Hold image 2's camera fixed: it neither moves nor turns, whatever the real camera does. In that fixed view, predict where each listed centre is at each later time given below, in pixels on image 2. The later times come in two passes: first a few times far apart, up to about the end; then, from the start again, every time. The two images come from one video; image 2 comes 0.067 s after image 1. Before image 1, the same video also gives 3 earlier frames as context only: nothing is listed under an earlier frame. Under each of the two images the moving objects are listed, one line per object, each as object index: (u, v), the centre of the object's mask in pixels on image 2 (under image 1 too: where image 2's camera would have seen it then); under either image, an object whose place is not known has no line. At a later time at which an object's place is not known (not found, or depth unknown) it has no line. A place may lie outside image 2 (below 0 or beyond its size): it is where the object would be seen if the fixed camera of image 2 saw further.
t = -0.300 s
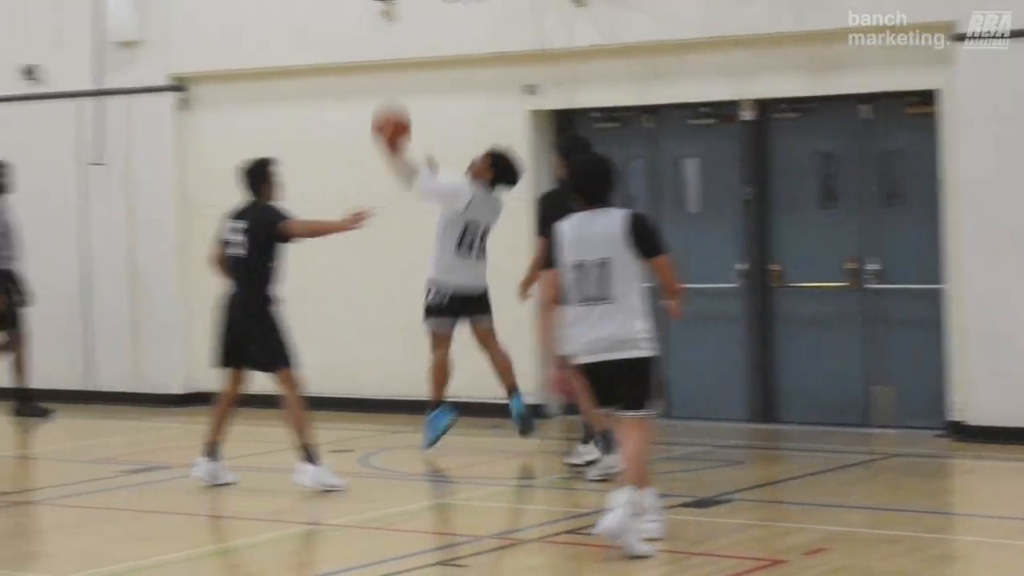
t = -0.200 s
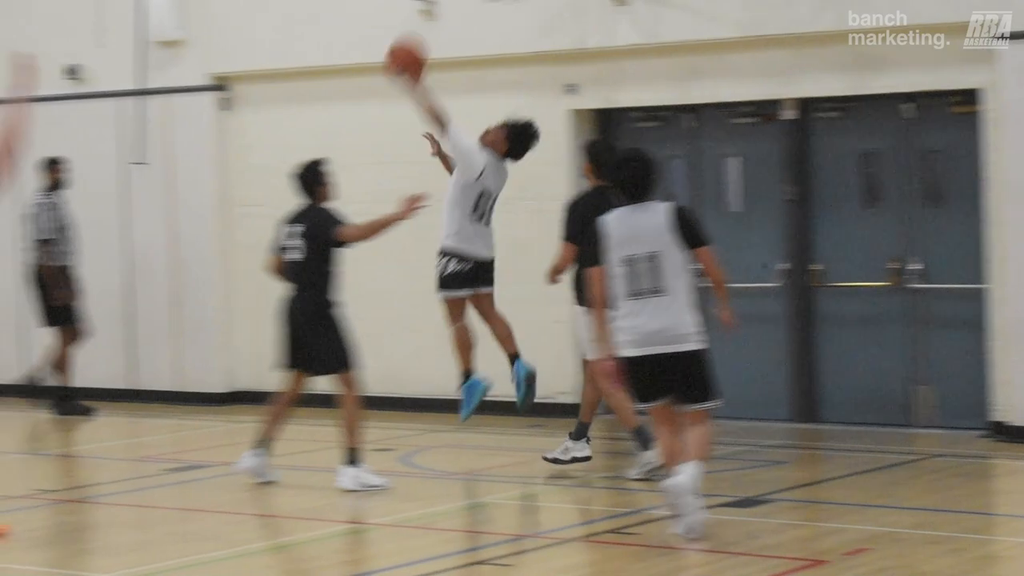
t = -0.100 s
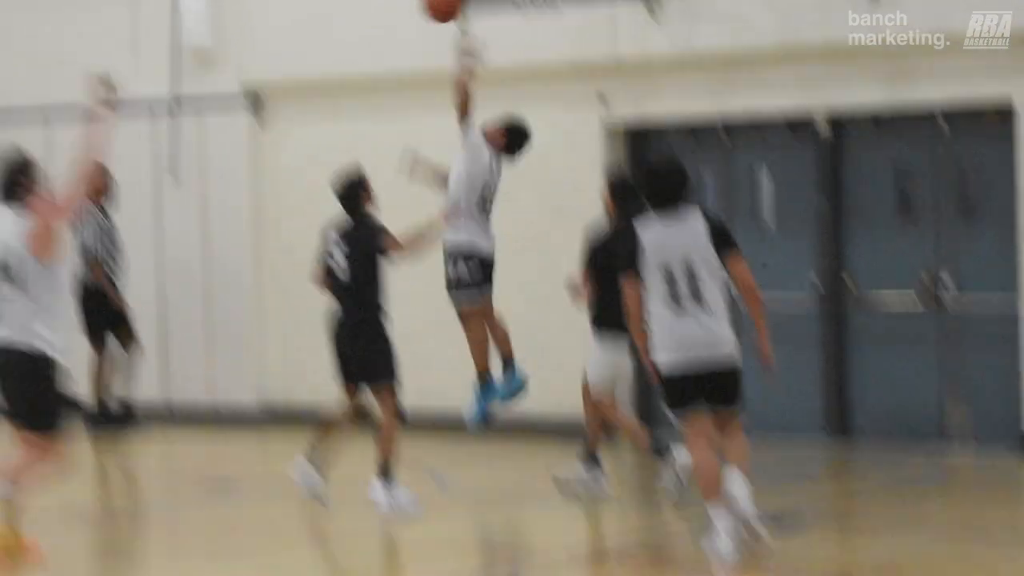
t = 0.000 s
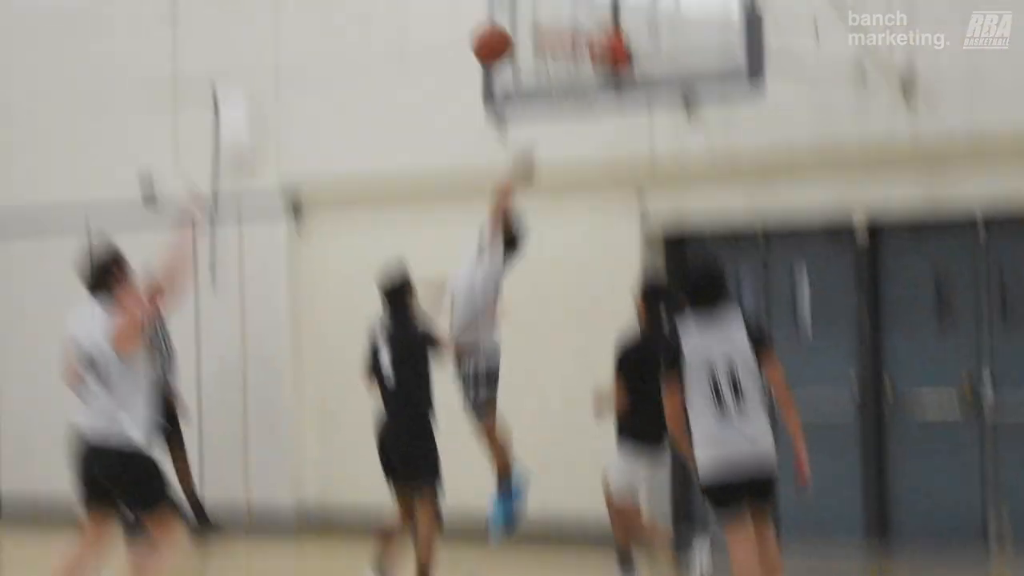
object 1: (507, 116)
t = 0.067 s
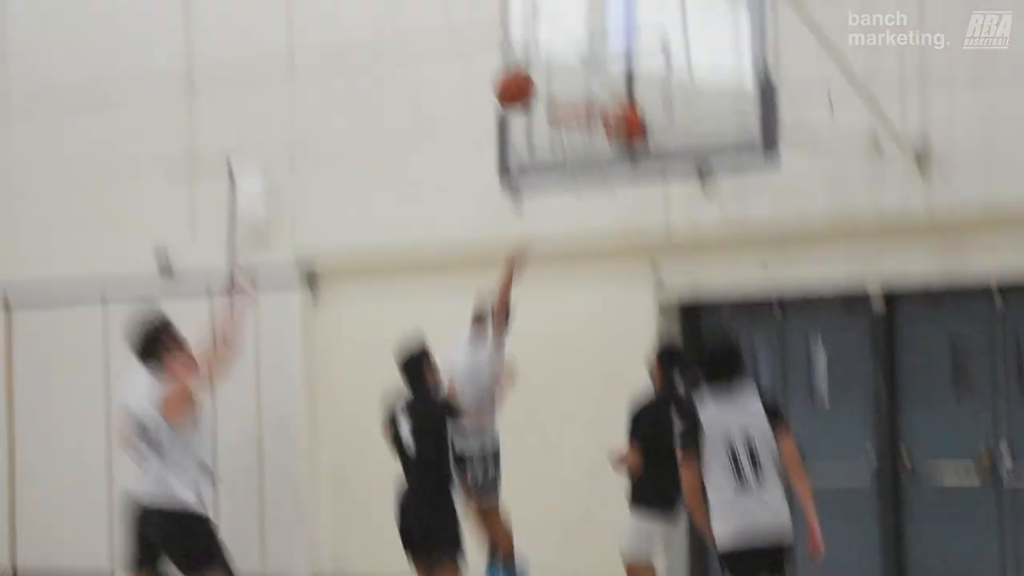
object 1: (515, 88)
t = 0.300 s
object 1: (543, 55)
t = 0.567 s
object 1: (581, 122)
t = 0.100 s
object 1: (519, 83)
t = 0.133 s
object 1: (523, 75)
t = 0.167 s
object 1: (527, 67)
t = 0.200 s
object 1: (532, 62)
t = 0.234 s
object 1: (535, 58)
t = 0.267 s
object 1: (540, 55)
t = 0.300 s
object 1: (543, 55)
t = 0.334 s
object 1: (548, 57)
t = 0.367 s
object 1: (553, 60)
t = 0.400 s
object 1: (557, 66)
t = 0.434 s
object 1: (562, 74)
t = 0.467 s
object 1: (567, 83)
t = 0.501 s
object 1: (572, 93)
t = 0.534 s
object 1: (577, 101)
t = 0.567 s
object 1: (581, 122)
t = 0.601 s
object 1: (585, 139)
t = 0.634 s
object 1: (591, 160)
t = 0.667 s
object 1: (596, 177)
